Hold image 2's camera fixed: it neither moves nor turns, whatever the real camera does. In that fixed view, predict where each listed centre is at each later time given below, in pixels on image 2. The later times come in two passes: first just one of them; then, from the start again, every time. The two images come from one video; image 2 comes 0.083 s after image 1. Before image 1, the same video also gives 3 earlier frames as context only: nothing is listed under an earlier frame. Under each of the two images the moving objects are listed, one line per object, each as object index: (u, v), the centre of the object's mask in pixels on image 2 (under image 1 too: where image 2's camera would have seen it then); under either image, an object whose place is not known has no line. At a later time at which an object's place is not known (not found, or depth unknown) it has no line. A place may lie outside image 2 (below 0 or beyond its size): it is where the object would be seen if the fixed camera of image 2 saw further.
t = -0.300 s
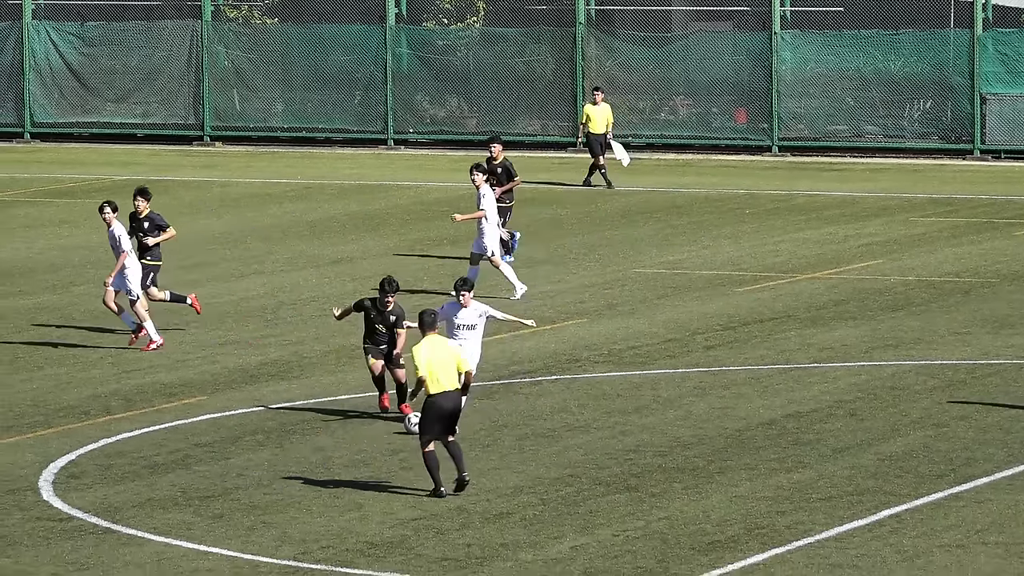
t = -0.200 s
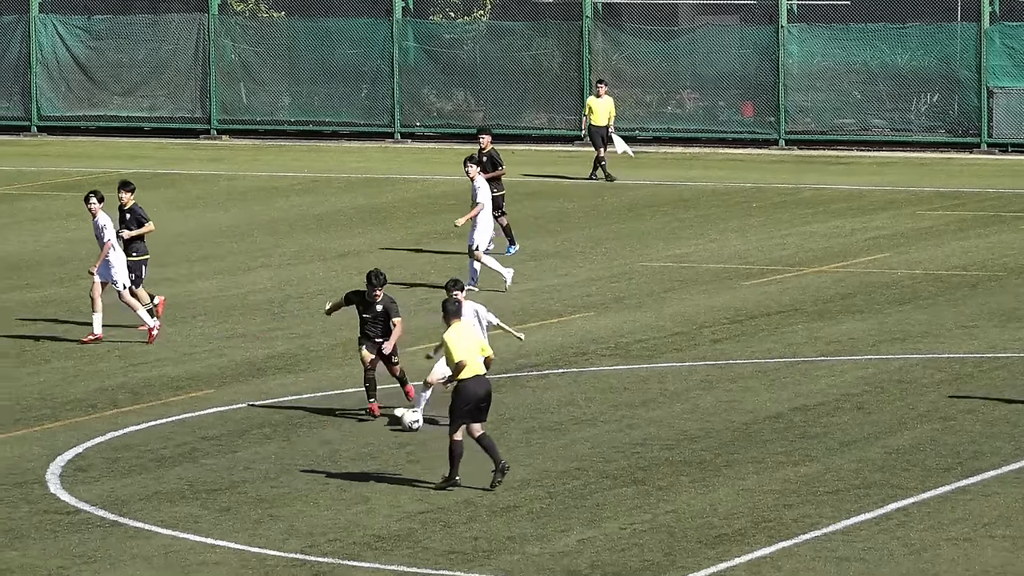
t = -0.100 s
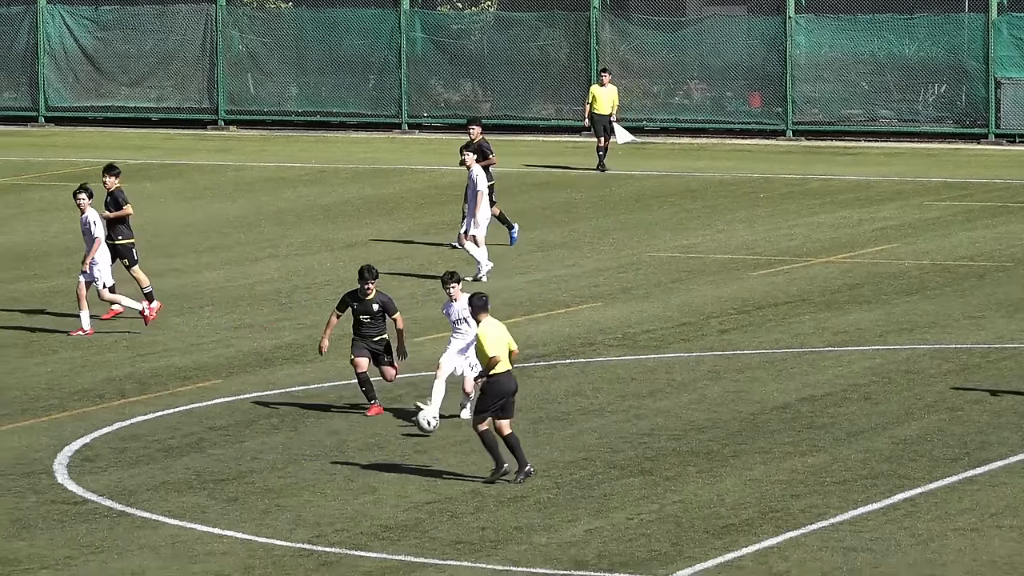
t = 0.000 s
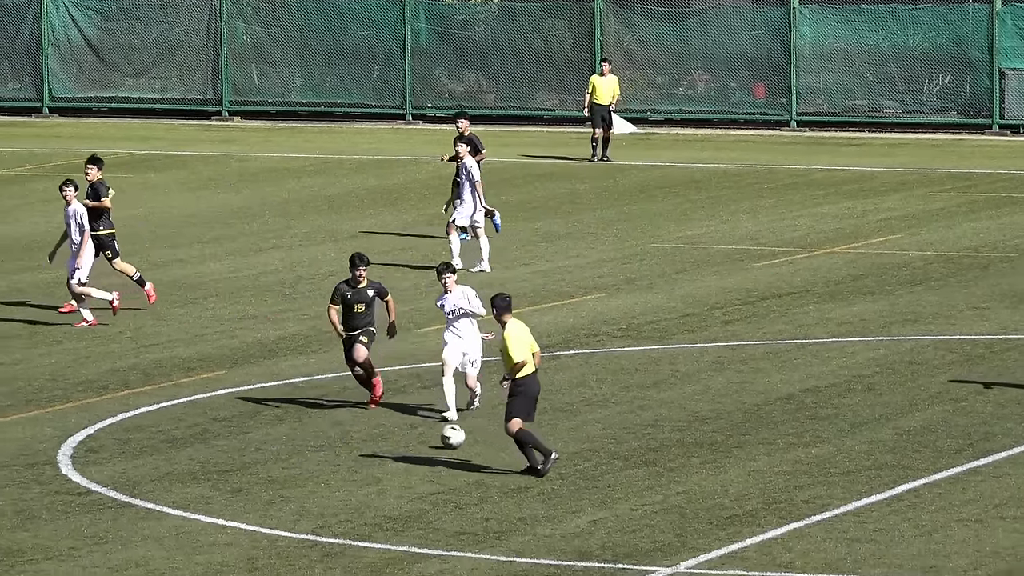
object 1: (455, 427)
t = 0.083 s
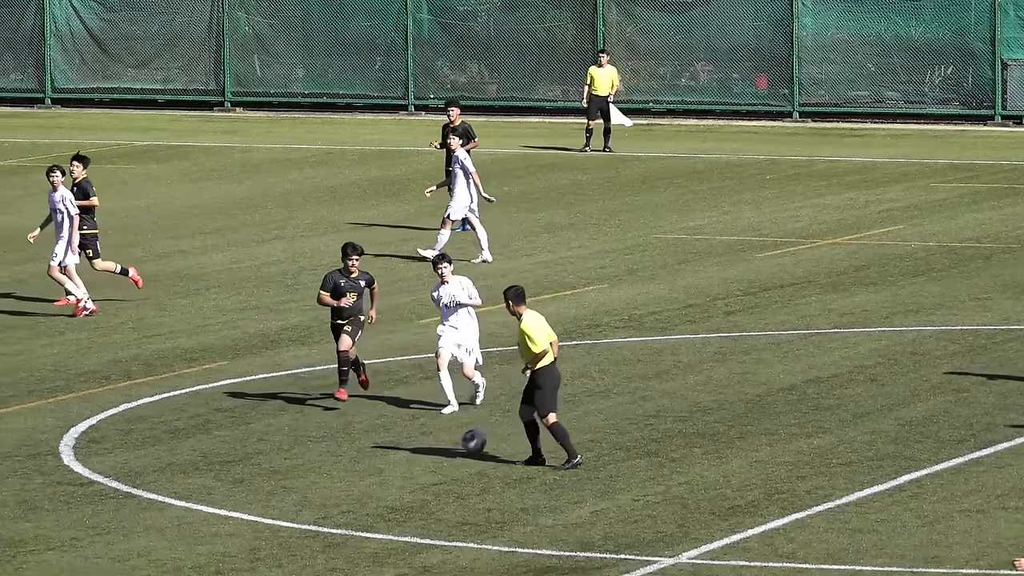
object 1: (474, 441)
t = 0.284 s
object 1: (521, 483)
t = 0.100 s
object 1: (478, 444)
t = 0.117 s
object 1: (482, 447)
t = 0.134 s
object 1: (486, 451)
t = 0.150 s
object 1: (490, 455)
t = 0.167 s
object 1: (494, 460)
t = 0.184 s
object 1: (498, 465)
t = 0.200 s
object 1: (502, 470)
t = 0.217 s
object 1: (506, 472)
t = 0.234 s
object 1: (509, 474)
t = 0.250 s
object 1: (513, 477)
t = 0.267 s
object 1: (517, 479)
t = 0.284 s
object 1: (521, 483)
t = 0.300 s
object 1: (525, 486)
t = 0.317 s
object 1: (529, 491)
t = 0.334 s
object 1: (533, 495)
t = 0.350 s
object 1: (537, 500)
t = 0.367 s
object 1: (541, 504)
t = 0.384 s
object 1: (545, 506)
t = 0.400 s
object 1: (548, 509)
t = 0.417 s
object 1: (553, 512)
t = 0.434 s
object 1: (556, 515)
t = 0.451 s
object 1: (560, 518)
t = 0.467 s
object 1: (564, 522)
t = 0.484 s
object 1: (568, 526)
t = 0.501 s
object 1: (572, 531)
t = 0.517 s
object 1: (576, 533)
